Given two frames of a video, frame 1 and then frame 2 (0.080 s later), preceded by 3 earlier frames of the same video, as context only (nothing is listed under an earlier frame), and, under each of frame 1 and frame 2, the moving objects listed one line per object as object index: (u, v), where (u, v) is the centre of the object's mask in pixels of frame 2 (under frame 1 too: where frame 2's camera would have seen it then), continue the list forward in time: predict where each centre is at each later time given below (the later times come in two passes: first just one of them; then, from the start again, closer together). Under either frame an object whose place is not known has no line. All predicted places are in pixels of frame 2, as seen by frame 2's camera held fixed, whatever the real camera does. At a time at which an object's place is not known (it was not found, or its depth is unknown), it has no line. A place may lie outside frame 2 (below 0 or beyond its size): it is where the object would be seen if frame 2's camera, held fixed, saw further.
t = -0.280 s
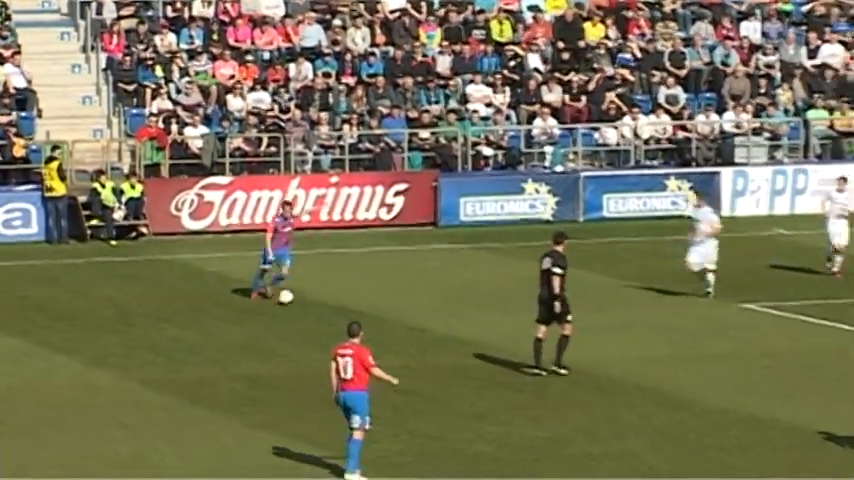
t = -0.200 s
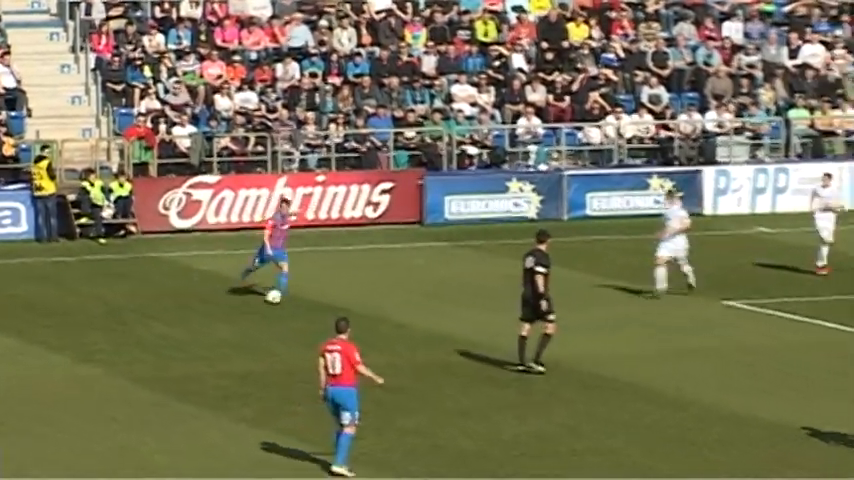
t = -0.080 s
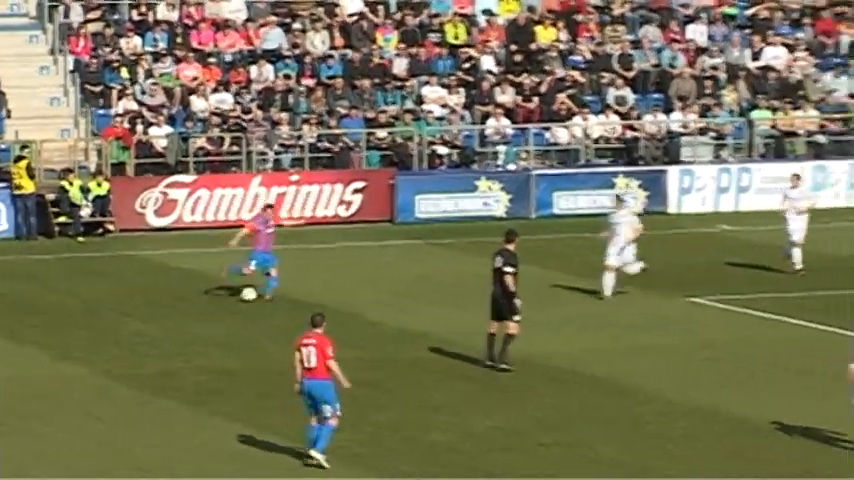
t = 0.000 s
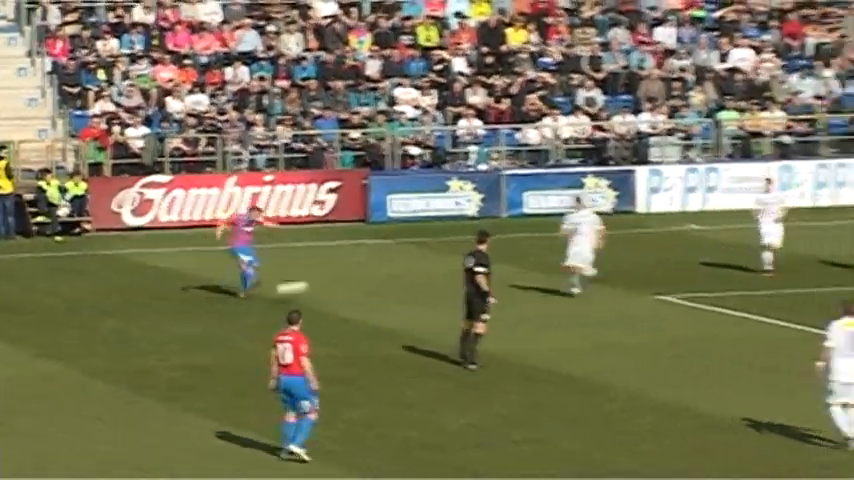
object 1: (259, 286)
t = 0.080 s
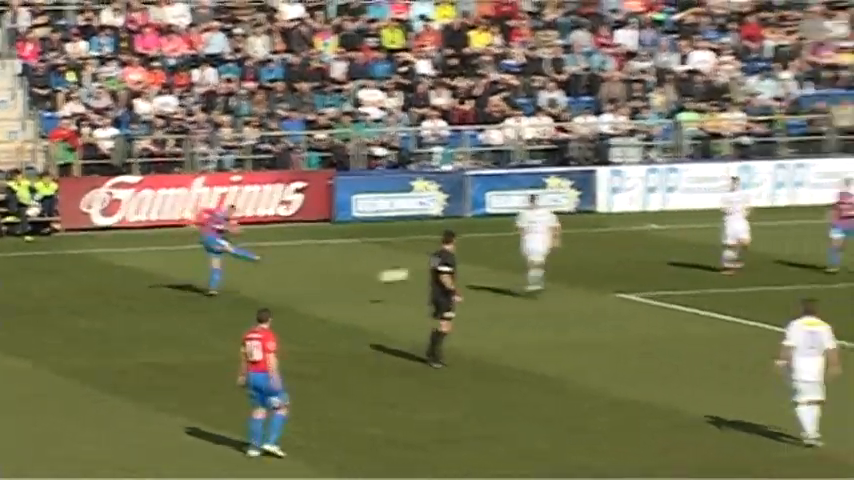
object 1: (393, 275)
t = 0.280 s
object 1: (735, 252)
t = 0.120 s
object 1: (466, 270)
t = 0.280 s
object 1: (735, 252)
